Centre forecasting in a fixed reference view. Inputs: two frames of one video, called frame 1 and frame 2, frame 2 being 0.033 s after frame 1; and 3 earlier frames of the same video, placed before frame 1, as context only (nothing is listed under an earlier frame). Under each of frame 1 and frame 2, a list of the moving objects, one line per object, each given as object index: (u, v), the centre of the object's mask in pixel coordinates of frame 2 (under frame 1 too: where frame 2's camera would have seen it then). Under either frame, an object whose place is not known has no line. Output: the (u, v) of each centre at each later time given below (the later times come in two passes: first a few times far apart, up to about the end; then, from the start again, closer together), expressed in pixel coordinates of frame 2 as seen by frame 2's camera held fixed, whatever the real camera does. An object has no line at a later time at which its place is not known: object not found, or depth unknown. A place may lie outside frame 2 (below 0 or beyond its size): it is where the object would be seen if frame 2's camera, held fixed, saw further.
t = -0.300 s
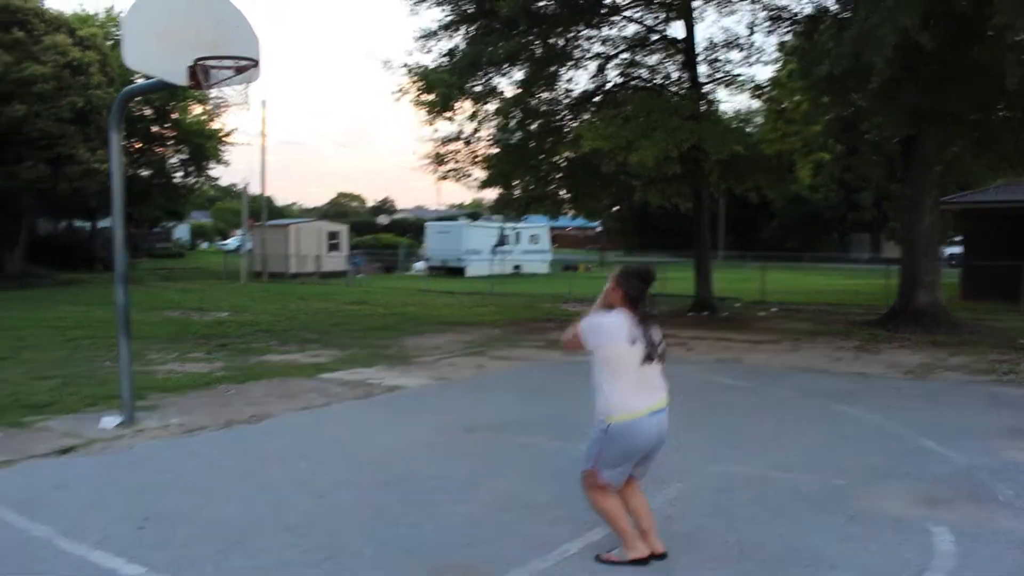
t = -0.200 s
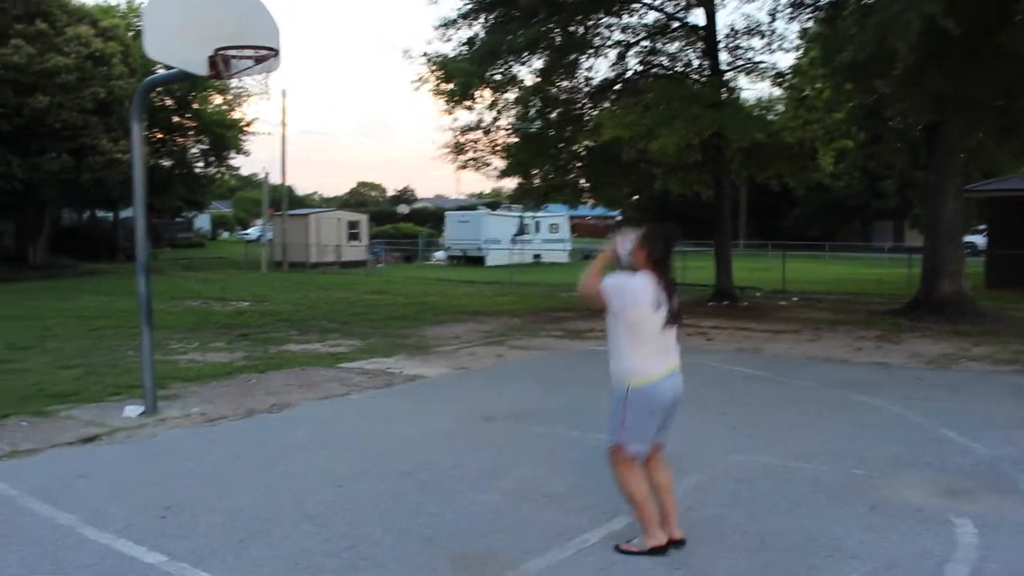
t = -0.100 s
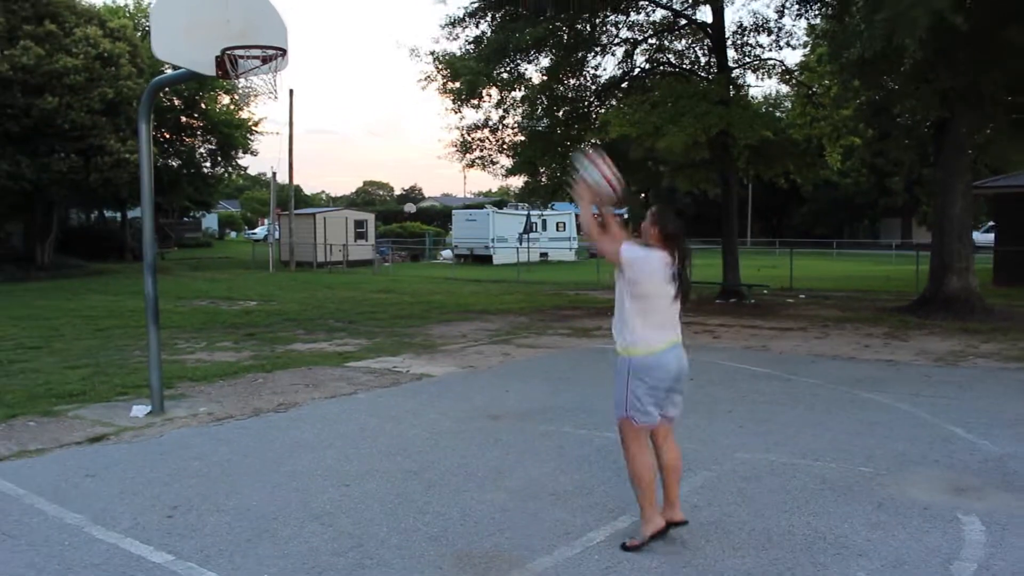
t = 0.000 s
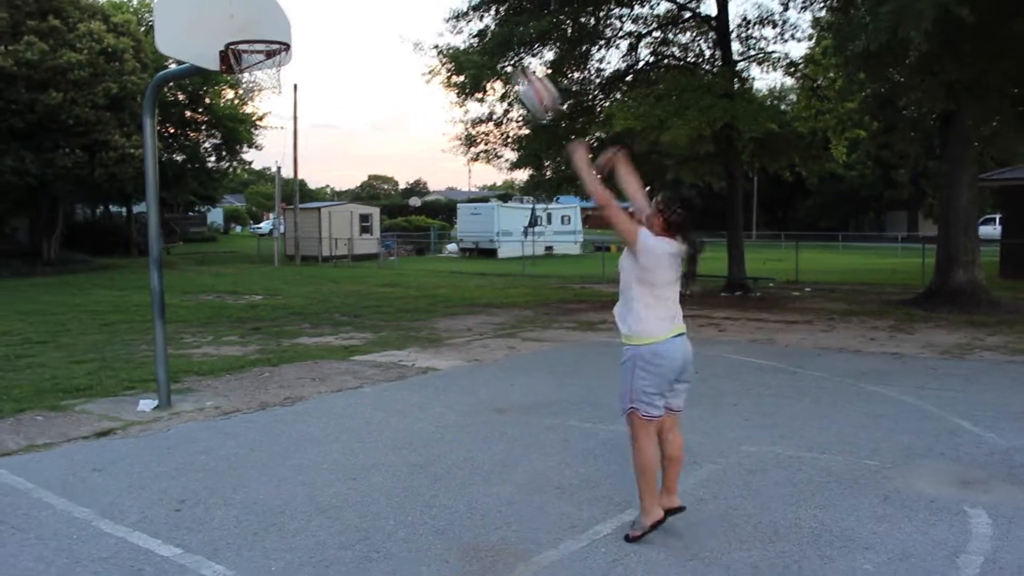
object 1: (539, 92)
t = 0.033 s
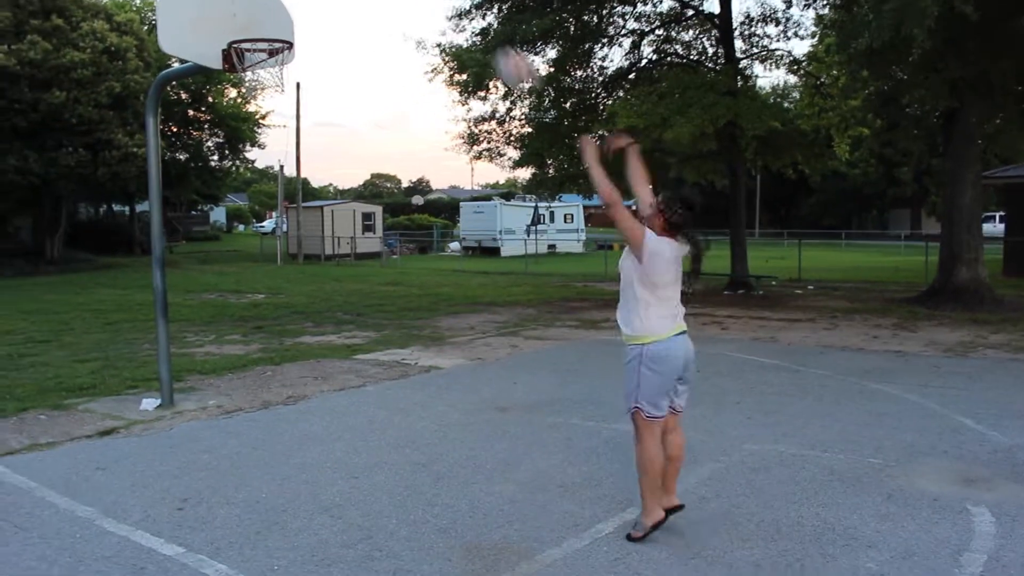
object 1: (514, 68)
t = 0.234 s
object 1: (401, 9)
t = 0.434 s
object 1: (310, 1)
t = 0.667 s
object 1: (257, 25)
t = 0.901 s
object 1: (336, 12)
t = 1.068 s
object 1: (390, 43)
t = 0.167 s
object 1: (437, 17)
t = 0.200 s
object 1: (418, 12)
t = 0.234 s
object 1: (401, 9)
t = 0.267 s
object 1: (384, 6)
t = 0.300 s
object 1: (368, 4)
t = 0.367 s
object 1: (339, 2)
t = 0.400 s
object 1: (324, 2)
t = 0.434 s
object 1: (310, 1)
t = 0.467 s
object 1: (295, 3)
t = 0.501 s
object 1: (280, 8)
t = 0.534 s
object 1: (270, 15)
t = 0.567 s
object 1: (257, 22)
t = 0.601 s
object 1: (246, 26)
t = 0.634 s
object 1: (244, 29)
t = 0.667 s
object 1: (257, 25)
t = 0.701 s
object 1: (268, 19)
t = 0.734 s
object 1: (279, 15)
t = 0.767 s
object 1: (289, 11)
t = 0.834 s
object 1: (314, 9)
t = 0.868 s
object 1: (325, 9)
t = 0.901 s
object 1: (336, 12)
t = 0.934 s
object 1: (347, 15)
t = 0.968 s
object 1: (358, 20)
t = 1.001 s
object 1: (369, 27)
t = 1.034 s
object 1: (380, 34)
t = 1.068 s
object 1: (390, 43)
